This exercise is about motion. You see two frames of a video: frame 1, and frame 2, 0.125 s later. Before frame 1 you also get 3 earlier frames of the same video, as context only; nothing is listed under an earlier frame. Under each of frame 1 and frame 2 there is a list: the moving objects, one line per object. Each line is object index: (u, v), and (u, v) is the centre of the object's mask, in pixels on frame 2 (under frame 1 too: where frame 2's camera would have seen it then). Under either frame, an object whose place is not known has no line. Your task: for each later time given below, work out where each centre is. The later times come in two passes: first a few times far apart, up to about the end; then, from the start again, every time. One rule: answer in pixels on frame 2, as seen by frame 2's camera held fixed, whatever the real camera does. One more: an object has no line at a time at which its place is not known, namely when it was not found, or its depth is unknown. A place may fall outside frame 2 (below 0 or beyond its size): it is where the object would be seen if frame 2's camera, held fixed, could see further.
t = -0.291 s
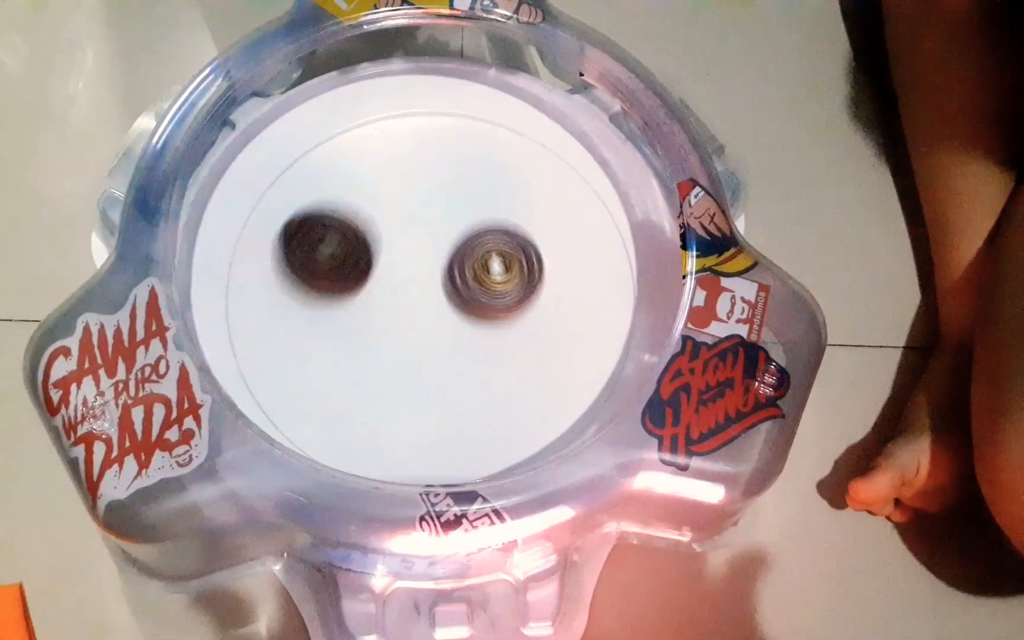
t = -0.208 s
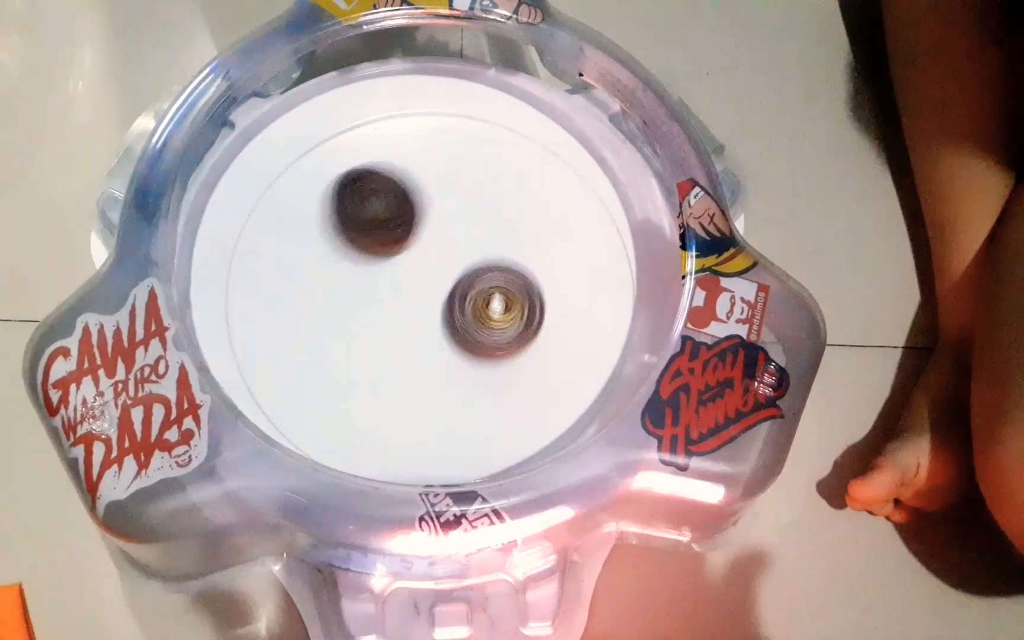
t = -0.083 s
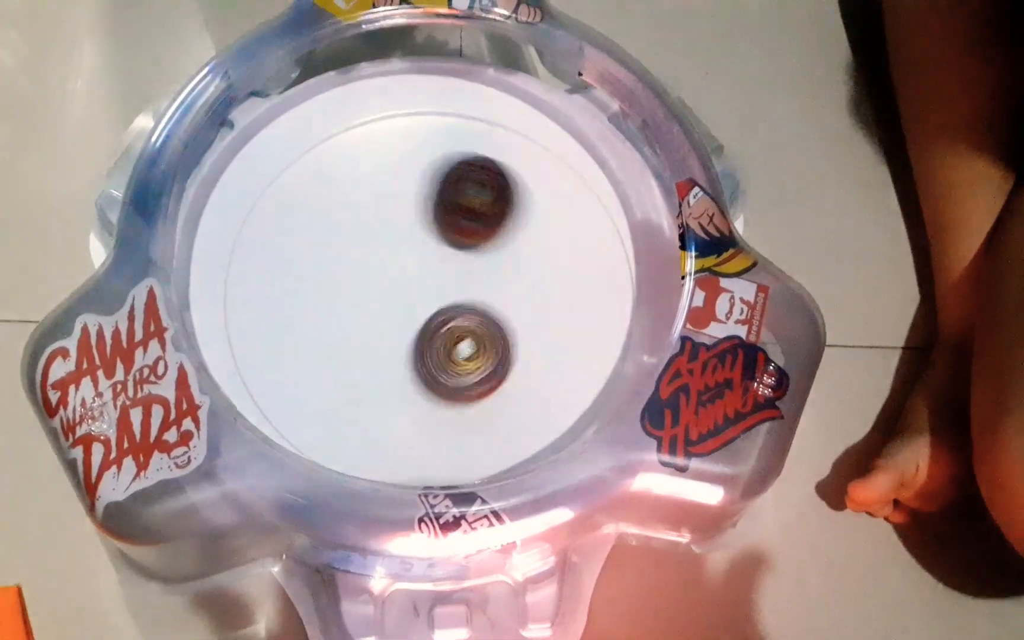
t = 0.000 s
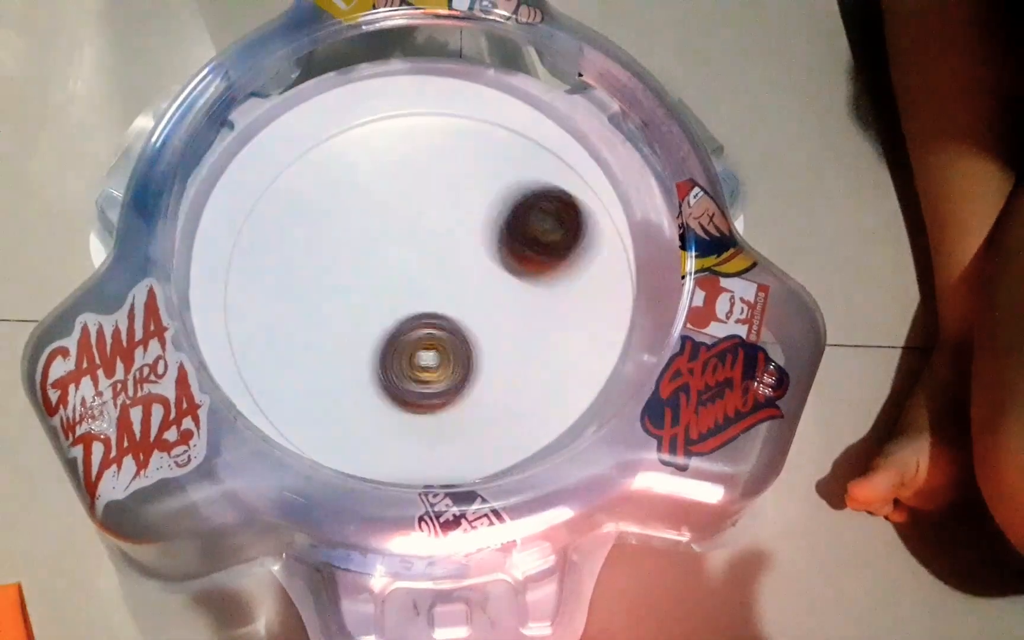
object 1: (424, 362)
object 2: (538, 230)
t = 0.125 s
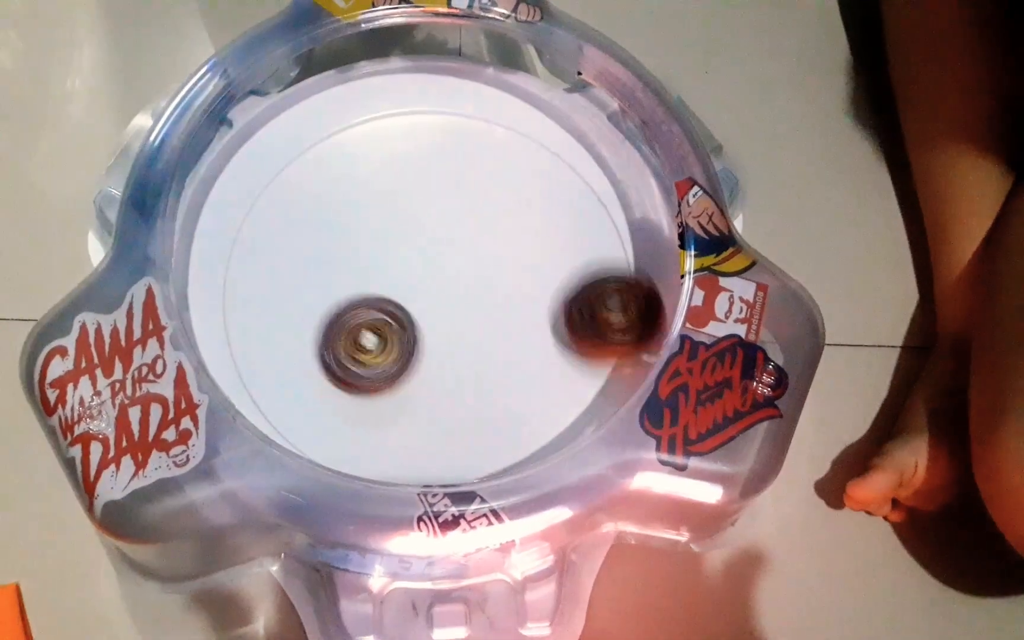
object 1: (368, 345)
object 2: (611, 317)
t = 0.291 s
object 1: (349, 284)
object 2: (529, 419)
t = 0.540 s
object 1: (421, 222)
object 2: (328, 366)
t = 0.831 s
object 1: (492, 289)
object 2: (425, 151)
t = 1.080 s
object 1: (441, 349)
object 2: (590, 211)
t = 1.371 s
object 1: (373, 295)
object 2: (478, 382)
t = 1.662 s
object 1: (443, 239)
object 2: (304, 249)
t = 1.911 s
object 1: (489, 286)
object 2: (411, 116)
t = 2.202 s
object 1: (434, 320)
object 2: (559, 258)
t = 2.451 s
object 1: (404, 275)
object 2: (416, 417)
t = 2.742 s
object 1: (450, 249)
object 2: (249, 281)
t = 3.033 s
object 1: (464, 307)
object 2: (392, 164)
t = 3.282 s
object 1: (426, 307)
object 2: (551, 266)
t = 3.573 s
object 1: (413, 261)
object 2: (471, 420)
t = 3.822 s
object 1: (452, 275)
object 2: (331, 343)
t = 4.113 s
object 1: (430, 308)
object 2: (411, 183)
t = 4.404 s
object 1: (420, 281)
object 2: (559, 237)
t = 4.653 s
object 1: (432, 290)
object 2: (494, 366)
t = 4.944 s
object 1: (422, 286)
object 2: (330, 343)
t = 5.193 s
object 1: (438, 289)
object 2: (349, 221)
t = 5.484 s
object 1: (429, 297)
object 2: (488, 217)
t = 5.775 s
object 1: (423, 295)
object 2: (520, 331)
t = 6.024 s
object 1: (415, 282)
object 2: (457, 368)
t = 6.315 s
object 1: (429, 247)
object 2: (426, 341)
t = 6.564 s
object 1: (448, 232)
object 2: (421, 327)
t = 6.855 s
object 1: (437, 231)
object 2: (417, 350)
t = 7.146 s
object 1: (421, 234)
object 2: (420, 333)
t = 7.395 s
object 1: (402, 222)
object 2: (434, 315)
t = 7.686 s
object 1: (395, 227)
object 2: (462, 317)
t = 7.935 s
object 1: (389, 248)
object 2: (464, 315)
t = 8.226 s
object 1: (340, 231)
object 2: (491, 322)
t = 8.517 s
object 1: (368, 233)
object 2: (475, 309)
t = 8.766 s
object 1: (374, 252)
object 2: (490, 315)
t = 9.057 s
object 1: (383, 269)
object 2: (497, 312)
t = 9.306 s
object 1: (378, 274)
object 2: (495, 296)
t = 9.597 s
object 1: (348, 267)
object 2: (503, 279)
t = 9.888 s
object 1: (379, 280)
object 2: (489, 263)
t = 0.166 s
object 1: (356, 332)
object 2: (611, 352)
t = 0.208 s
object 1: (349, 316)
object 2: (594, 377)
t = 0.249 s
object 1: (347, 301)
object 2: (564, 400)
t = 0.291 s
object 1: (349, 284)
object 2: (529, 419)
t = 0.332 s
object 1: (355, 268)
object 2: (492, 431)
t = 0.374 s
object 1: (365, 254)
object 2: (454, 435)
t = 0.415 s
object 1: (377, 241)
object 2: (414, 429)
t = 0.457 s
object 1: (391, 232)
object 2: (378, 415)
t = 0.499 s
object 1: (406, 225)
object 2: (349, 394)
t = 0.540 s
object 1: (421, 222)
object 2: (328, 366)
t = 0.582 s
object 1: (437, 223)
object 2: (319, 332)
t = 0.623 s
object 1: (451, 228)
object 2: (318, 298)
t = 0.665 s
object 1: (464, 236)
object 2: (327, 262)
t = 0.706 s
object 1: (475, 247)
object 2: (343, 227)
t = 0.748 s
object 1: (483, 260)
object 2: (366, 196)
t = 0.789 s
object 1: (489, 274)
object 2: (394, 169)
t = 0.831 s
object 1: (492, 289)
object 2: (425, 151)
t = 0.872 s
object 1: (491, 303)
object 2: (458, 139)
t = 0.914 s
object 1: (487, 317)
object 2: (495, 135)
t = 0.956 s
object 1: (480, 329)
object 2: (531, 137)
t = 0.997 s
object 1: (469, 338)
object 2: (559, 150)
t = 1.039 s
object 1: (456, 344)
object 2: (577, 179)
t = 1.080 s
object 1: (441, 349)
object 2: (590, 211)
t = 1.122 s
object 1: (425, 350)
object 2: (597, 243)
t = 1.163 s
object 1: (409, 348)
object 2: (595, 275)
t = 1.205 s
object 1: (395, 342)
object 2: (586, 305)
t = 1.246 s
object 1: (383, 333)
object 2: (567, 334)
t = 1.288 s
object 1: (376, 321)
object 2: (543, 357)
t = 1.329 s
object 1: (373, 308)
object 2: (512, 374)
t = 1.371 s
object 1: (373, 295)
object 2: (478, 382)
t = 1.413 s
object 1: (377, 282)
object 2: (440, 383)
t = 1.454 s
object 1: (385, 270)
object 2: (405, 375)
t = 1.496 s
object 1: (394, 258)
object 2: (373, 360)
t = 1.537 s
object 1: (405, 250)
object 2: (345, 338)
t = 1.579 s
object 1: (417, 243)
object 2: (325, 312)
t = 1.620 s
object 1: (430, 240)
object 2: (312, 282)
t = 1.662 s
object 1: (443, 239)
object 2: (304, 249)
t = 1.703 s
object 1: (455, 241)
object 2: (303, 216)
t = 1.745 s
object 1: (465, 246)
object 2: (310, 183)
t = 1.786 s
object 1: (474, 253)
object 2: (325, 156)
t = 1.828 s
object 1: (482, 263)
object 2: (350, 135)
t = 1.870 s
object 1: (487, 274)
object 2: (378, 122)
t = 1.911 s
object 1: (489, 286)
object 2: (411, 116)
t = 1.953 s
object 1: (488, 298)
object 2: (444, 119)
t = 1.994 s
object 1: (483, 308)
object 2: (475, 129)
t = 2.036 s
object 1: (476, 316)
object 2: (501, 144)
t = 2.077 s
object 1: (466, 321)
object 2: (522, 164)
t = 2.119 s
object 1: (455, 324)
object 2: (541, 191)
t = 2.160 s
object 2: (554, 223)
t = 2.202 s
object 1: (434, 320)
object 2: (559, 258)
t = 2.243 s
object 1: (424, 315)
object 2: (556, 294)
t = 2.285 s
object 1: (416, 309)
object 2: (542, 330)
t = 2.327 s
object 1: (410, 301)
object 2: (519, 361)
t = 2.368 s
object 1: (406, 292)
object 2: (490, 387)
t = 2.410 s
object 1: (404, 283)
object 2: (455, 407)
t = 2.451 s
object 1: (404, 275)
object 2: (416, 417)
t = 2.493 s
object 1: (407, 266)
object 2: (375, 419)
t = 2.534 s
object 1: (411, 259)
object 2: (336, 410)
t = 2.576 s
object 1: (417, 252)
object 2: (304, 391)
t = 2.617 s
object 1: (425, 248)
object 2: (278, 366)
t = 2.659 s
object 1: (433, 246)
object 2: (261, 337)
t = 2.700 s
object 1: (441, 246)
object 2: (252, 308)
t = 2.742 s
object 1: (450, 249)
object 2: (249, 281)
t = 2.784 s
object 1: (459, 255)
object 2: (253, 255)
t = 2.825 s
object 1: (465, 263)
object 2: (263, 232)
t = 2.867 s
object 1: (470, 273)
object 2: (278, 210)
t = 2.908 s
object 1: (471, 283)
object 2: (300, 191)
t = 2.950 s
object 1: (470, 293)
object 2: (327, 175)
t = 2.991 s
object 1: (468, 301)
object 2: (358, 167)
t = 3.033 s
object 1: (464, 307)
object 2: (392, 164)
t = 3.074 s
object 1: (459, 312)
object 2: (426, 170)
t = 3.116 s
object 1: (453, 315)
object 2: (458, 181)
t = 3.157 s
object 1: (446, 316)
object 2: (488, 197)
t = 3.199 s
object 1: (440, 315)
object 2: (514, 217)
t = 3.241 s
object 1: (434, 311)
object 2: (536, 240)
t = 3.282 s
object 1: (426, 307)
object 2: (551, 266)
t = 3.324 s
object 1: (419, 301)
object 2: (559, 292)
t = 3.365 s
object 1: (412, 295)
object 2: (560, 318)
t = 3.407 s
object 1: (408, 287)
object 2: (554, 344)
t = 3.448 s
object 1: (406, 280)
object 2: (540, 369)
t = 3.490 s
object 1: (406, 273)
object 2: (521, 391)
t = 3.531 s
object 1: (409, 266)
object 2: (498, 409)
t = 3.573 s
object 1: (413, 261)
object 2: (471, 420)
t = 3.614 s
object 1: (420, 258)
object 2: (442, 424)
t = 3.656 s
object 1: (427, 256)
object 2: (413, 421)
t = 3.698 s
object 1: (436, 258)
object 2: (384, 410)
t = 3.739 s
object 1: (443, 261)
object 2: (360, 393)
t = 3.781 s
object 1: (449, 267)
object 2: (342, 370)
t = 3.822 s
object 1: (452, 275)
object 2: (331, 343)
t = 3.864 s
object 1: (451, 282)
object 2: (328, 315)
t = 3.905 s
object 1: (450, 289)
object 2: (330, 285)
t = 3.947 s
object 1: (447, 296)
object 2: (338, 258)
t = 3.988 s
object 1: (443, 301)
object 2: (350, 231)
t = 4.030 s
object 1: (439, 305)
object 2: (367, 210)
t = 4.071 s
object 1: (435, 307)
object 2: (387, 194)
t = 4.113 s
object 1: (430, 308)
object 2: (411, 183)
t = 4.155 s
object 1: (426, 306)
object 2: (436, 177)
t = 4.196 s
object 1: (422, 303)
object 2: (461, 177)
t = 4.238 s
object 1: (419, 299)
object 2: (485, 181)
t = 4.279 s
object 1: (418, 294)
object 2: (509, 189)
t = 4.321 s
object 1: (417, 289)
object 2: (530, 201)
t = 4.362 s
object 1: (418, 285)
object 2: (547, 217)
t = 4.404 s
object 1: (420, 281)
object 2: (559, 237)
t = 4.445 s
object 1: (422, 279)
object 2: (566, 260)
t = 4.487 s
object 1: (425, 278)
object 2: (564, 285)
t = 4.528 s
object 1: (429, 279)
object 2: (555, 309)
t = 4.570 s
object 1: (431, 281)
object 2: (540, 332)
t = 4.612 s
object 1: (432, 286)
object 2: (519, 351)
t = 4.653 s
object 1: (432, 290)
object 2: (494, 366)
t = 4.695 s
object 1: (430, 291)
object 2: (468, 378)
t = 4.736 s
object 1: (426, 290)
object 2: (442, 387)
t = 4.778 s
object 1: (422, 288)
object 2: (415, 389)
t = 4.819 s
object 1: (420, 286)
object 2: (389, 385)
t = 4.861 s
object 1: (419, 285)
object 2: (365, 376)
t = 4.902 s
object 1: (420, 285)
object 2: (344, 361)
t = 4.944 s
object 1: (422, 286)
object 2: (330, 343)
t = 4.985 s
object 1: (425, 287)
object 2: (322, 321)
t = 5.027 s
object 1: (429, 287)
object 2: (319, 298)
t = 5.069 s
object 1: (432, 288)
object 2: (321, 276)
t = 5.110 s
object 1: (435, 288)
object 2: (327, 255)
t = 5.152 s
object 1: (437, 289)
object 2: (337, 236)
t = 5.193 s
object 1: (438, 289)
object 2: (349, 221)
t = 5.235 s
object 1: (438, 289)
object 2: (365, 209)
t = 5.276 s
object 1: (437, 289)
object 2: (383, 201)
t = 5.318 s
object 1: (436, 289)
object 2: (404, 196)
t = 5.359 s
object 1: (434, 290)
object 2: (426, 196)
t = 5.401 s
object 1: (432, 292)
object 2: (449, 200)
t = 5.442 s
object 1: (431, 295)
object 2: (469, 207)
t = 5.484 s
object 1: (429, 297)
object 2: (488, 217)
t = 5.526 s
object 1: (428, 299)
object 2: (504, 229)
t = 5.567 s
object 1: (427, 300)
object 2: (518, 244)
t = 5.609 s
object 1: (427, 301)
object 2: (528, 261)
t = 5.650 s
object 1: (427, 300)
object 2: (532, 278)
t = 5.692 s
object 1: (427, 299)
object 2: (531, 297)
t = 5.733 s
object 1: (428, 298)
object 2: (525, 315)
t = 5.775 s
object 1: (423, 295)
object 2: (520, 331)
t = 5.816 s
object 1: (418, 293)
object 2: (514, 346)
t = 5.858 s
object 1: (414, 291)
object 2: (504, 357)
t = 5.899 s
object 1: (412, 289)
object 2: (492, 364)
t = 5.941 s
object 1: (413, 288)
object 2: (479, 368)
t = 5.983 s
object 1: (415, 286)
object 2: (466, 368)
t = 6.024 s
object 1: (415, 282)
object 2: (457, 368)
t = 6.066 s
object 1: (415, 276)
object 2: (450, 366)
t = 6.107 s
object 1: (414, 270)
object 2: (443, 364)
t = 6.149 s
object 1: (416, 265)
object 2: (437, 359)
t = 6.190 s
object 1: (418, 260)
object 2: (433, 356)
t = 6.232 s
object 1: (420, 253)
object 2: (430, 353)
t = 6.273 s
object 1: (424, 249)
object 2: (428, 348)
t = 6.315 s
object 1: (429, 247)
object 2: (426, 341)
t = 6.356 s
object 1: (435, 241)
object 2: (424, 337)
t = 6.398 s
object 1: (440, 236)
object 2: (423, 334)
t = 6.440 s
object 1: (444, 236)
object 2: (422, 330)
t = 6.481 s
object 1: (446, 235)
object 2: (421, 328)
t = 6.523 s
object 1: (448, 232)
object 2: (421, 328)
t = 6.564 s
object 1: (448, 232)
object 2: (421, 327)
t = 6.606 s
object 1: (448, 235)
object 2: (420, 327)
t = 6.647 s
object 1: (448, 226)
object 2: (419, 339)
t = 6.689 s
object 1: (448, 219)
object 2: (418, 349)
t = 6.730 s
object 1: (446, 217)
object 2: (417, 355)
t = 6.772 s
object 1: (444, 219)
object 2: (417, 357)
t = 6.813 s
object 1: (441, 224)
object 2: (417, 355)
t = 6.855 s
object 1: (437, 231)
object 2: (417, 350)
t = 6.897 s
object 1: (435, 240)
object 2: (418, 342)
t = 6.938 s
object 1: (433, 244)
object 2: (418, 340)
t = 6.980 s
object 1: (432, 240)
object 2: (418, 344)
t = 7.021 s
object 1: (430, 237)
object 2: (418, 345)
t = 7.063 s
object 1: (427, 235)
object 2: (418, 343)
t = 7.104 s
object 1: (424, 234)
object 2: (419, 339)
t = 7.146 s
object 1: (421, 234)
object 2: (420, 333)
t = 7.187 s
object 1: (417, 234)
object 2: (421, 329)
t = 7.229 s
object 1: (413, 230)
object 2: (423, 326)
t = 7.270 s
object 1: (410, 228)
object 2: (426, 323)
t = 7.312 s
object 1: (407, 227)
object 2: (428, 319)
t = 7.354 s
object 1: (404, 224)
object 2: (431, 317)
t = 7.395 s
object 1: (402, 222)
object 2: (434, 315)
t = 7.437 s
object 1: (401, 222)
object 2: (437, 312)
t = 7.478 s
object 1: (401, 222)
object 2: (441, 311)
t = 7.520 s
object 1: (400, 223)
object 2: (444, 310)
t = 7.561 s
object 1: (399, 224)
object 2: (449, 311)
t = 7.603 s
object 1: (396, 222)
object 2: (456, 315)
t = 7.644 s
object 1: (395, 224)
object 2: (460, 317)
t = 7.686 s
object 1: (395, 227)
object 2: (462, 317)
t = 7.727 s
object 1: (396, 232)
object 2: (462, 316)
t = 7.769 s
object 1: (399, 238)
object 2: (460, 314)
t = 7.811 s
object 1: (397, 239)
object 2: (463, 315)
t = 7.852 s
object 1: (395, 240)
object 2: (465, 317)
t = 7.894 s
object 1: (392, 243)
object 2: (465, 317)
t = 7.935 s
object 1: (389, 248)
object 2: (464, 315)
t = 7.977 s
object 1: (382, 250)
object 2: (467, 316)
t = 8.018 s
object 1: (362, 243)
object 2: (481, 323)
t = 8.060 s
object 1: (348, 240)
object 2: (492, 328)
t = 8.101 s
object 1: (339, 237)
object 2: (497, 329)
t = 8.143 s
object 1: (336, 234)
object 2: (499, 329)
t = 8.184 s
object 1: (337, 232)
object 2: (497, 326)
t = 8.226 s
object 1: (340, 231)
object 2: (491, 322)
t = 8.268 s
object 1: (346, 230)
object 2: (484, 317)
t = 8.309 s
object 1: (355, 231)
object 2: (475, 312)
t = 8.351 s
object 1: (365, 233)
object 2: (466, 306)
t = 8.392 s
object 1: (376, 237)
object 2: (456, 301)
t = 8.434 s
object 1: (375, 236)
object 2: (462, 303)
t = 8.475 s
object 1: (369, 233)
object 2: (470, 307)
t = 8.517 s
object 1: (368, 233)
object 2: (475, 309)
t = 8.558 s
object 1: (369, 235)
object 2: (477, 310)
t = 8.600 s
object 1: (372, 239)
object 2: (477, 310)
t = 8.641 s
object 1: (378, 244)
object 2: (474, 309)
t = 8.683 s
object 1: (385, 250)
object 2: (471, 307)
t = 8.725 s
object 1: (381, 252)
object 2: (479, 311)
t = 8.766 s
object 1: (374, 252)
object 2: (490, 315)
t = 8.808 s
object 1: (371, 254)
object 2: (496, 318)
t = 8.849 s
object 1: (372, 256)
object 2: (499, 319)
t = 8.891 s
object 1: (375, 260)
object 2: (498, 318)
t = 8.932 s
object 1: (381, 264)
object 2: (495, 316)
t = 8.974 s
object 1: (389, 268)
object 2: (489, 313)
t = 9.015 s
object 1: (392, 271)
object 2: (487, 312)
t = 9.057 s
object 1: (383, 269)
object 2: (497, 312)
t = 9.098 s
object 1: (377, 268)
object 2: (502, 312)
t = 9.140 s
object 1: (375, 268)
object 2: (502, 310)
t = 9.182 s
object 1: (376, 270)
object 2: (500, 307)
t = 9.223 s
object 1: (380, 272)
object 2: (495, 303)
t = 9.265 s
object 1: (386, 273)
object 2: (488, 299)
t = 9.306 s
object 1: (378, 274)
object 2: (495, 296)
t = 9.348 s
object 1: (358, 273)
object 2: (511, 292)
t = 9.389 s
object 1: (342, 272)
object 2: (522, 289)
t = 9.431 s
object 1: (332, 270)
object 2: (525, 285)
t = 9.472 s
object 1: (329, 268)
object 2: (525, 281)
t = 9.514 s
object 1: (332, 268)
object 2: (521, 280)
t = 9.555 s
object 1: (339, 267)
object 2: (513, 279)
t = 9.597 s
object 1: (348, 267)
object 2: (503, 279)
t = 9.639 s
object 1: (360, 266)
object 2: (492, 278)
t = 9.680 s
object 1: (374, 268)
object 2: (480, 276)
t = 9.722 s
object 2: (483, 271)
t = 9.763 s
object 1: (370, 272)
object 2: (489, 266)
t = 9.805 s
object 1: (370, 275)
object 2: (492, 263)
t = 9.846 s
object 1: (373, 278)
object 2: (492, 263)
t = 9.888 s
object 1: (379, 280)
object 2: (489, 263)
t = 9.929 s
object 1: (386, 283)
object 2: (486, 264)
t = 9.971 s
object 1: (379, 291)
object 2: (494, 260)
